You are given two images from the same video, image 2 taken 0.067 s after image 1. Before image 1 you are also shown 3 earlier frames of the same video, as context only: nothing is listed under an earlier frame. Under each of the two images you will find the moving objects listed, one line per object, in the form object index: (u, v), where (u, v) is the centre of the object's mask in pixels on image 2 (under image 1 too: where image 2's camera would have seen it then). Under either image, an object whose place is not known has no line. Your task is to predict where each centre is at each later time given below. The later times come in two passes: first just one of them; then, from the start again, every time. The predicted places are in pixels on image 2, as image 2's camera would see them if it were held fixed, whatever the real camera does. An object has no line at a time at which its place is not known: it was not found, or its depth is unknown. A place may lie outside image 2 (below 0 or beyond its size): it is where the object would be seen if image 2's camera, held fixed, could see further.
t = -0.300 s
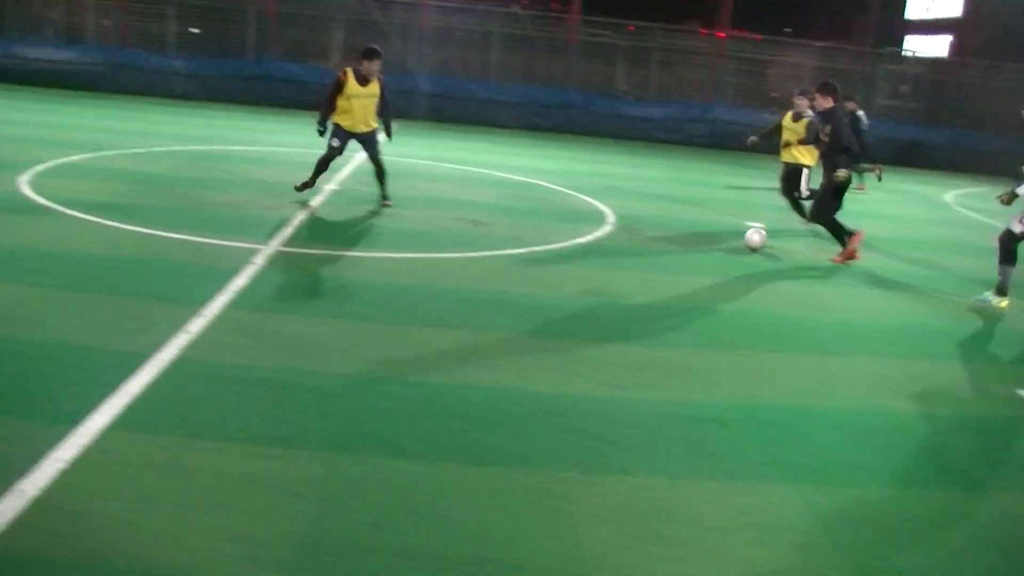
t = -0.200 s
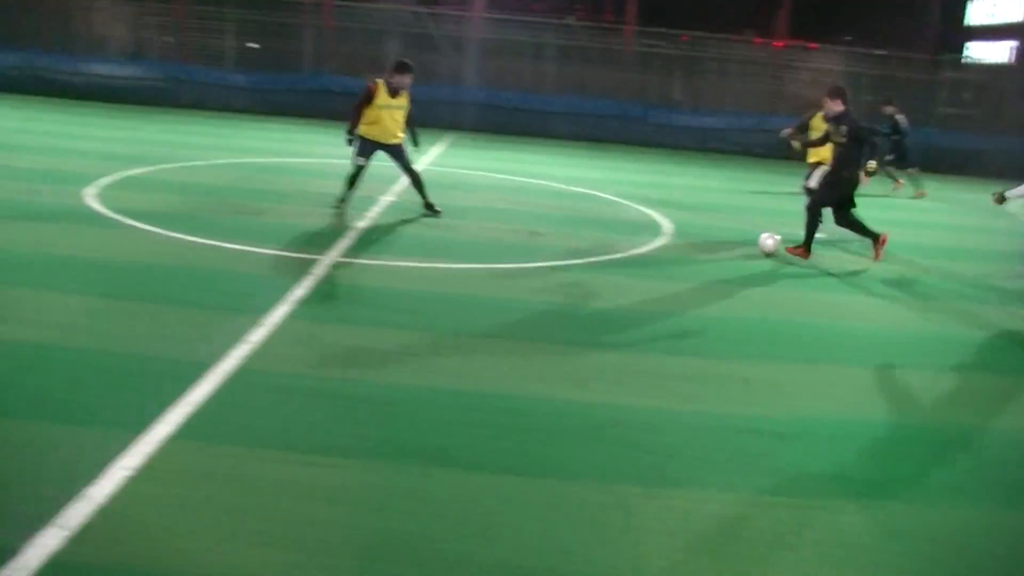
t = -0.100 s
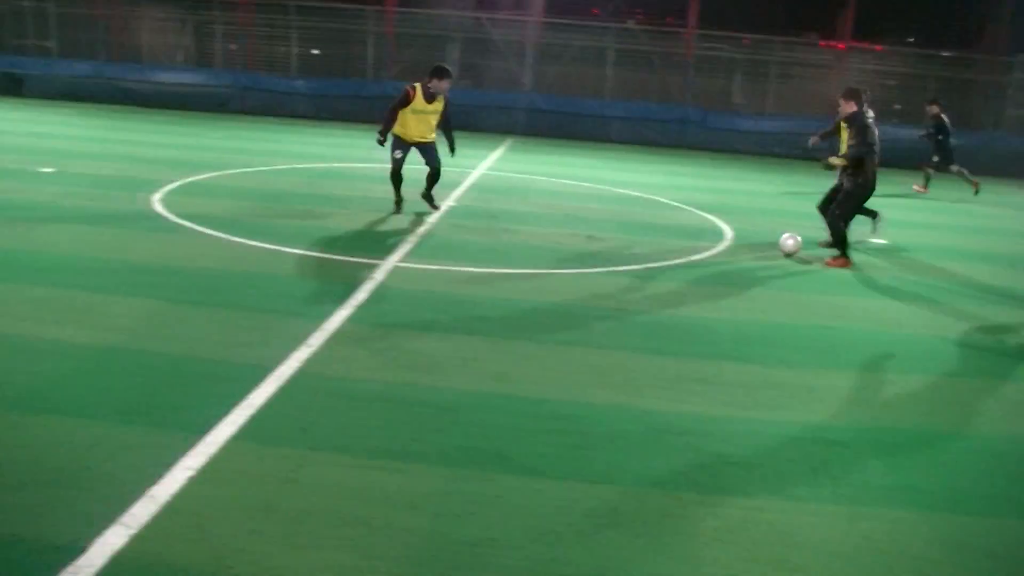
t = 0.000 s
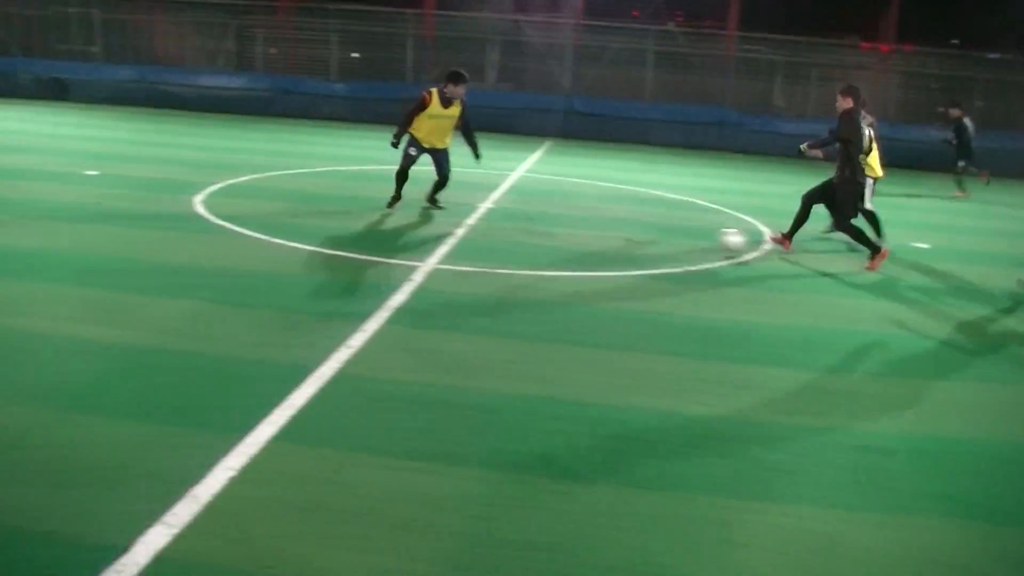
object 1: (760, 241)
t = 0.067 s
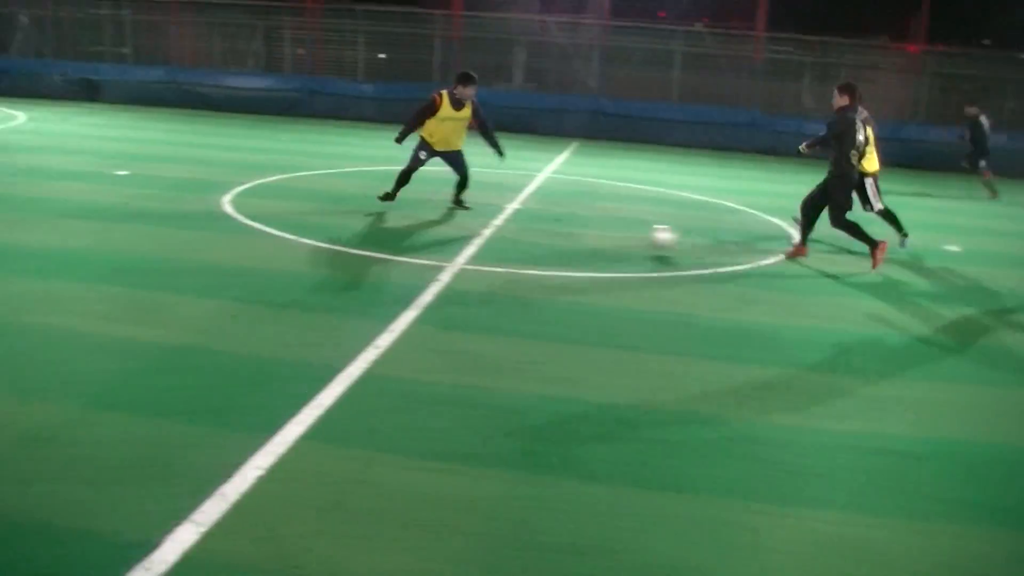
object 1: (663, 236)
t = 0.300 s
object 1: (293, 225)
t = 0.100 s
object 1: (612, 236)
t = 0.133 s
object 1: (559, 237)
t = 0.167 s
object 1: (508, 234)
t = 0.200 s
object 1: (455, 230)
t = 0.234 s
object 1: (402, 227)
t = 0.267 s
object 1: (347, 226)
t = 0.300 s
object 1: (293, 225)
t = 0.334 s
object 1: (236, 227)
